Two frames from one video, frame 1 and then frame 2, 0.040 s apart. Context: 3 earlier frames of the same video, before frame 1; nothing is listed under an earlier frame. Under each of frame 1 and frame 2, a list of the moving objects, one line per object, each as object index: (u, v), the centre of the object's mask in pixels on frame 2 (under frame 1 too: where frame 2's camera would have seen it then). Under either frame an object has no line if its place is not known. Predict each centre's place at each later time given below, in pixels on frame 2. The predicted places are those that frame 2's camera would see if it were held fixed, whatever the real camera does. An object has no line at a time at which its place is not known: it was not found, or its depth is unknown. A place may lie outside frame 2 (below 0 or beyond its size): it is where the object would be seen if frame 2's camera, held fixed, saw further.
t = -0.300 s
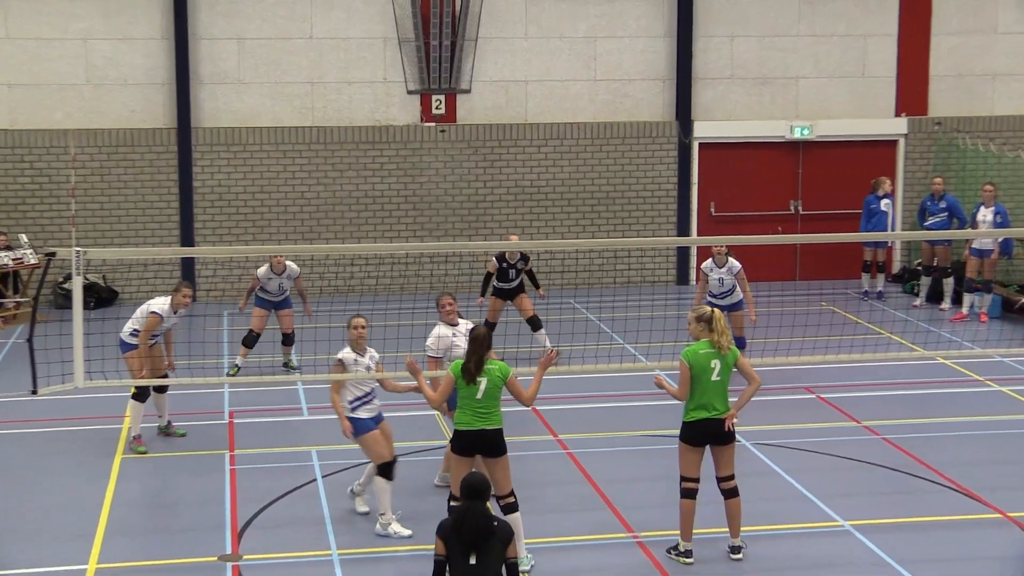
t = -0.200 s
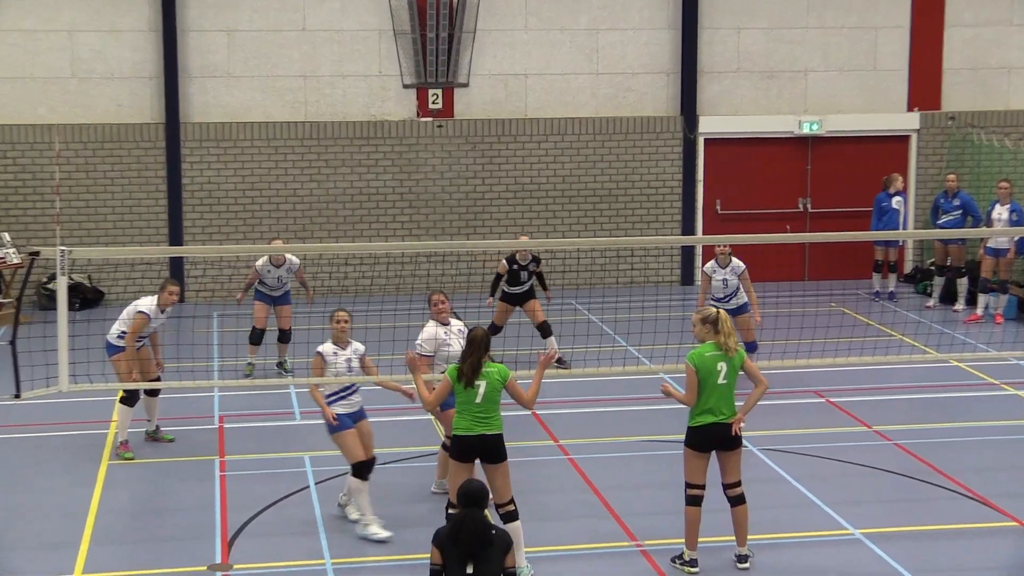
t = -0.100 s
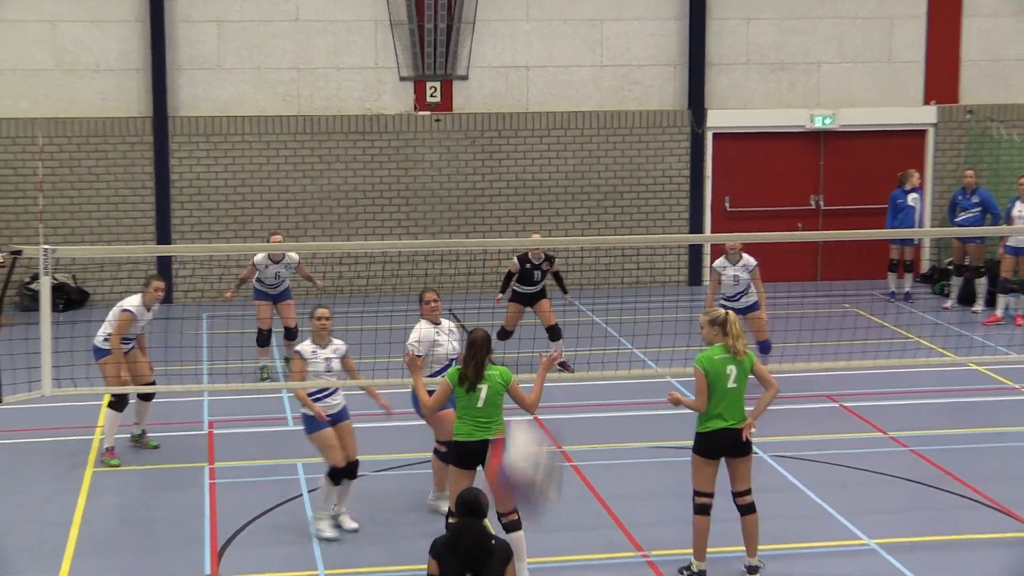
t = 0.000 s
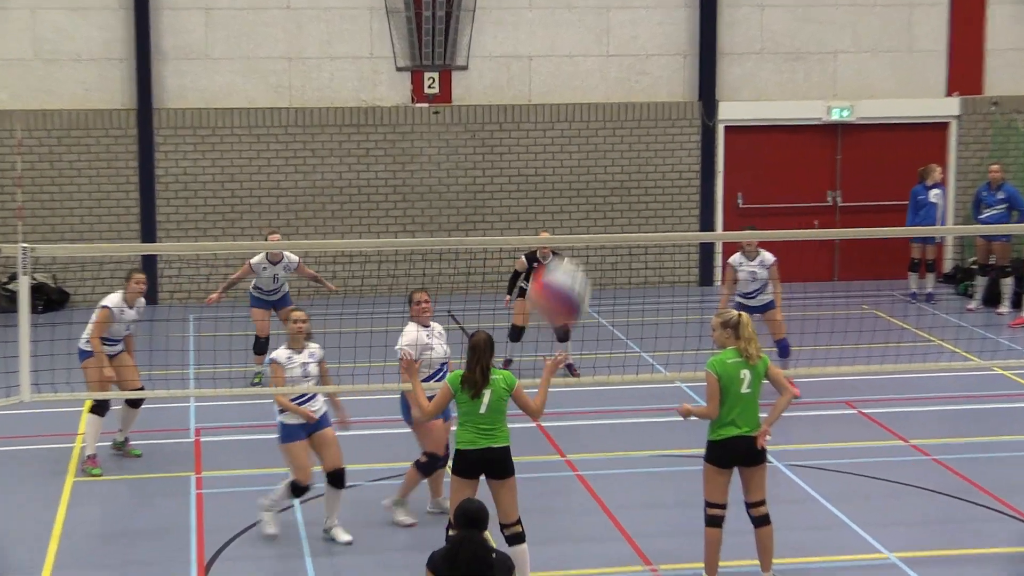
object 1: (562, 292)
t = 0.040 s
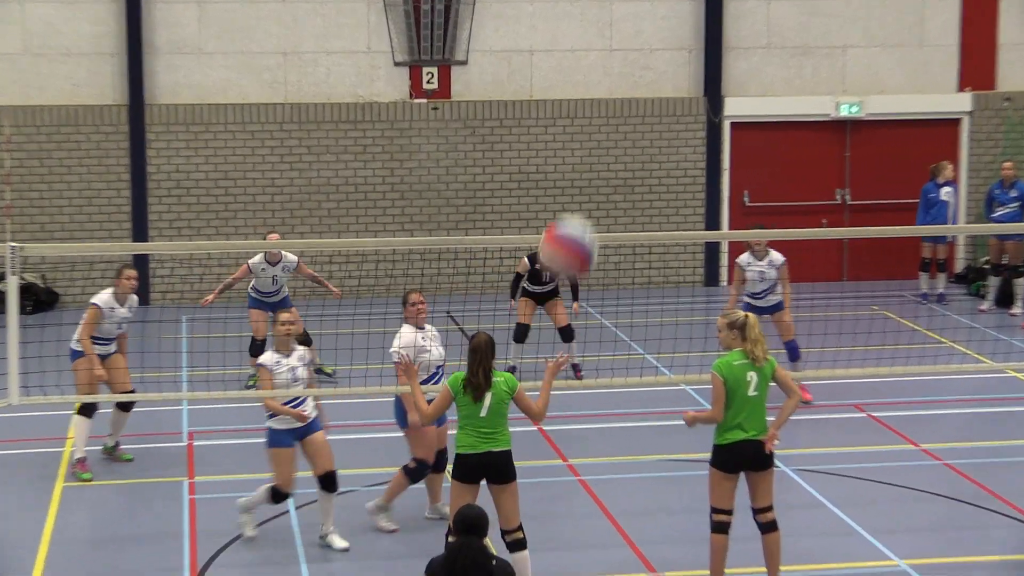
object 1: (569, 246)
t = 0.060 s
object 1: (572, 228)
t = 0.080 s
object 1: (574, 213)
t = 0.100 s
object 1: (577, 200)
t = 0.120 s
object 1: (578, 189)
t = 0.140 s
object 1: (580, 178)
